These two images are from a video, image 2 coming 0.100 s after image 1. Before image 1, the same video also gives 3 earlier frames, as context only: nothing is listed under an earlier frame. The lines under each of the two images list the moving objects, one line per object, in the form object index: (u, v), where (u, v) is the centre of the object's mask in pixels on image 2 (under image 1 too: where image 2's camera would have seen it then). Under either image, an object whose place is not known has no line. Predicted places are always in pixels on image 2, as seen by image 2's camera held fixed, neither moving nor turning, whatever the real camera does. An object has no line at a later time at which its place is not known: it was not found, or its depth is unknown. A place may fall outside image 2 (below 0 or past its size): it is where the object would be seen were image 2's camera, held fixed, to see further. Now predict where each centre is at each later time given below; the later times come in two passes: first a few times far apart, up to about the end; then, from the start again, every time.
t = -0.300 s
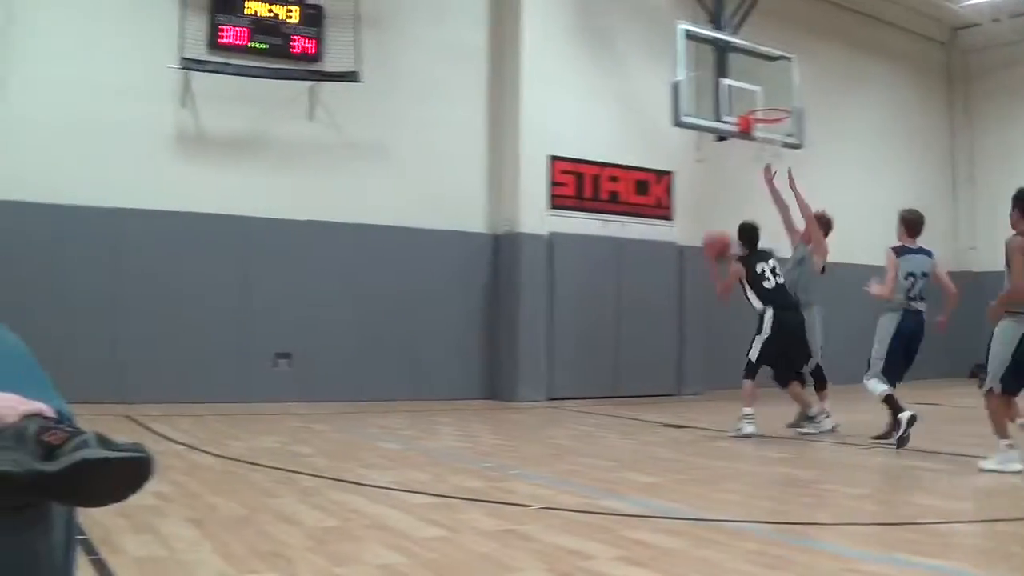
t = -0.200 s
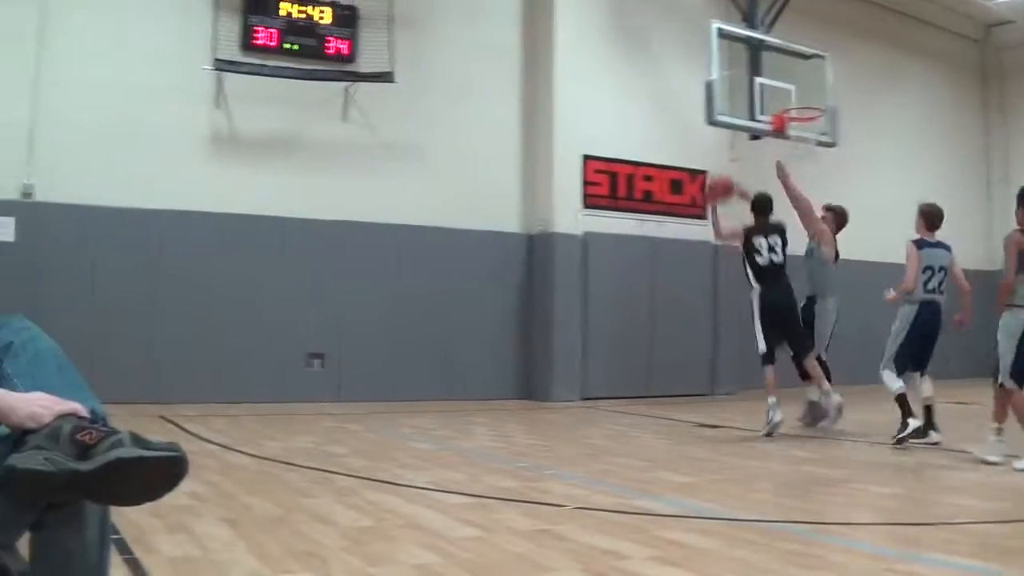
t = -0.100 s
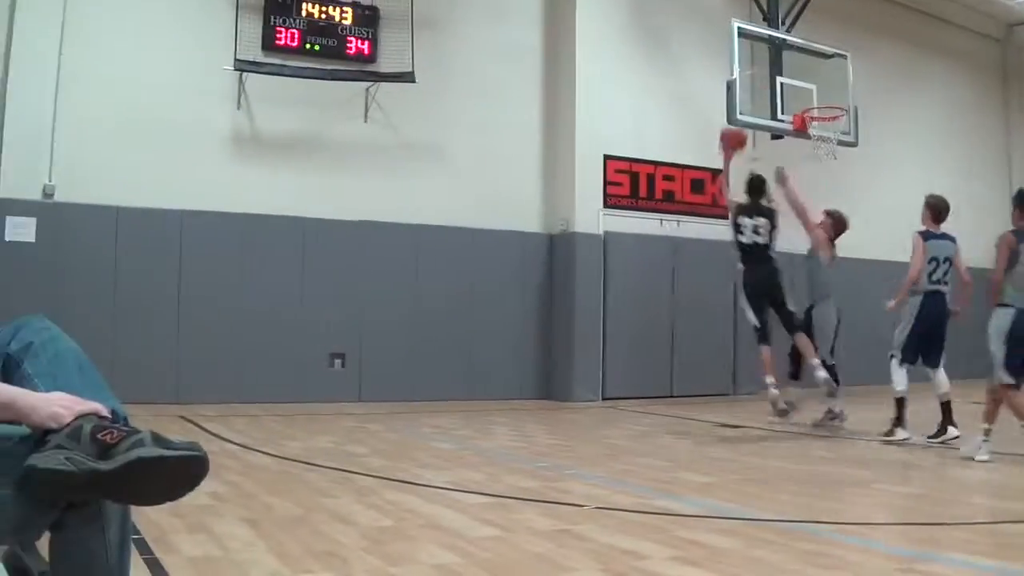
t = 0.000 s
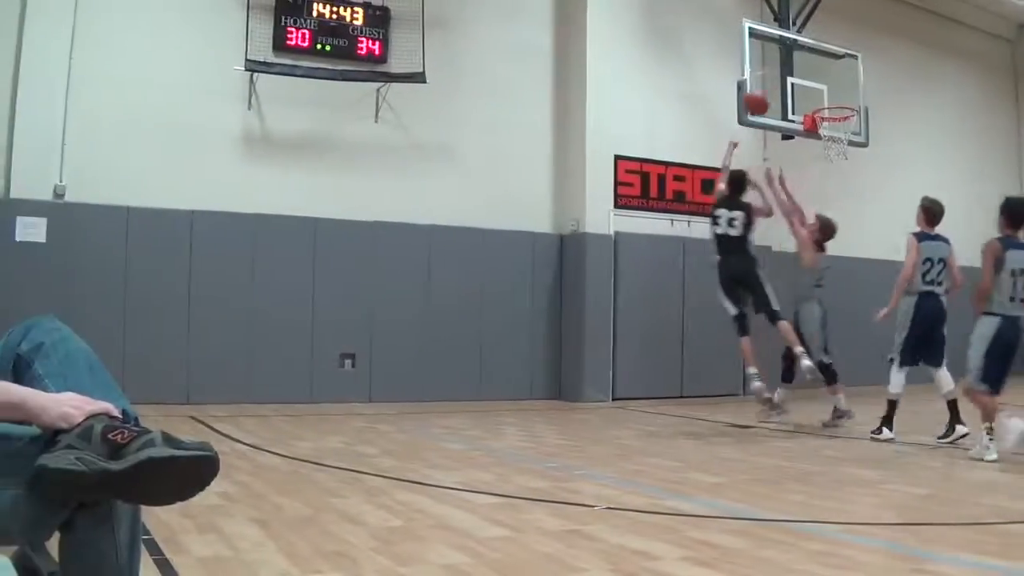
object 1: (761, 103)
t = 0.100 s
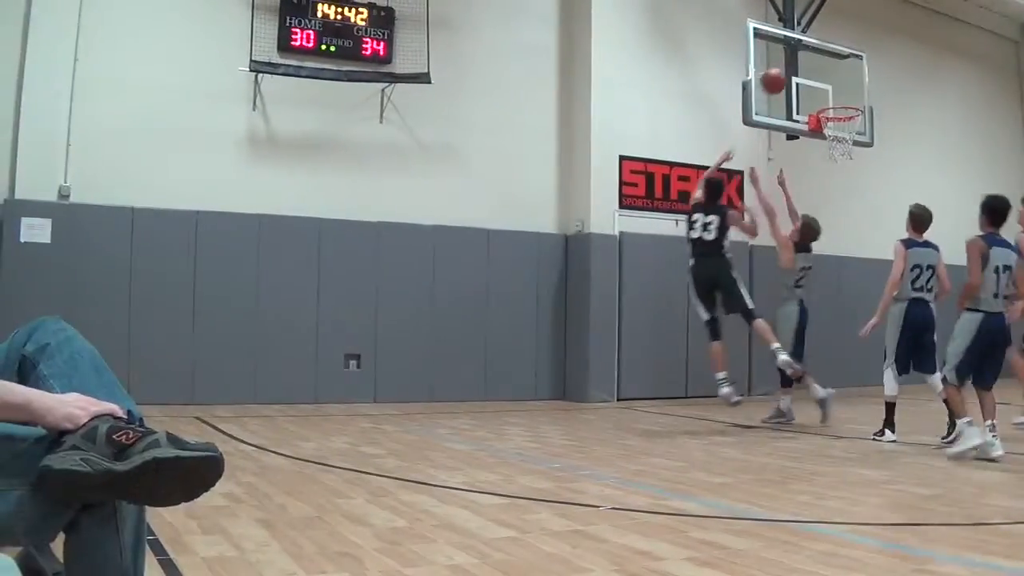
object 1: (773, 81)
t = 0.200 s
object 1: (783, 70)
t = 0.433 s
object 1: (805, 84)
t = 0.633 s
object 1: (843, 106)
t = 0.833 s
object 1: (869, 94)
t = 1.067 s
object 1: (900, 122)
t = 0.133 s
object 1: (777, 76)
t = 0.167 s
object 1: (780, 73)
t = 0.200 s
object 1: (783, 70)
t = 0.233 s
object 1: (786, 70)
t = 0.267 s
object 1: (789, 70)
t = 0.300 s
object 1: (792, 70)
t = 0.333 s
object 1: (796, 72)
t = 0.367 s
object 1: (799, 74)
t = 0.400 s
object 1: (802, 78)
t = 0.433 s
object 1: (805, 84)
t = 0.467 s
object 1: (808, 89)
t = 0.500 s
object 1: (814, 93)
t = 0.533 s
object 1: (822, 95)
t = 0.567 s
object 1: (829, 99)
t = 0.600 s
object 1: (837, 104)
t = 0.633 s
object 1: (843, 106)
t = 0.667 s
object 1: (847, 102)
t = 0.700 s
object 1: (851, 100)
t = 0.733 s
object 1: (856, 99)
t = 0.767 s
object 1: (861, 97)
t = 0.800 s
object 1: (865, 95)
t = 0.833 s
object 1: (869, 94)
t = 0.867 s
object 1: (874, 96)
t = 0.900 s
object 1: (878, 97)
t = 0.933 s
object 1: (881, 100)
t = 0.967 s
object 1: (886, 105)
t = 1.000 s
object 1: (890, 110)
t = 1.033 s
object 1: (895, 115)
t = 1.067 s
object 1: (900, 122)
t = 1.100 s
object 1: (906, 131)
